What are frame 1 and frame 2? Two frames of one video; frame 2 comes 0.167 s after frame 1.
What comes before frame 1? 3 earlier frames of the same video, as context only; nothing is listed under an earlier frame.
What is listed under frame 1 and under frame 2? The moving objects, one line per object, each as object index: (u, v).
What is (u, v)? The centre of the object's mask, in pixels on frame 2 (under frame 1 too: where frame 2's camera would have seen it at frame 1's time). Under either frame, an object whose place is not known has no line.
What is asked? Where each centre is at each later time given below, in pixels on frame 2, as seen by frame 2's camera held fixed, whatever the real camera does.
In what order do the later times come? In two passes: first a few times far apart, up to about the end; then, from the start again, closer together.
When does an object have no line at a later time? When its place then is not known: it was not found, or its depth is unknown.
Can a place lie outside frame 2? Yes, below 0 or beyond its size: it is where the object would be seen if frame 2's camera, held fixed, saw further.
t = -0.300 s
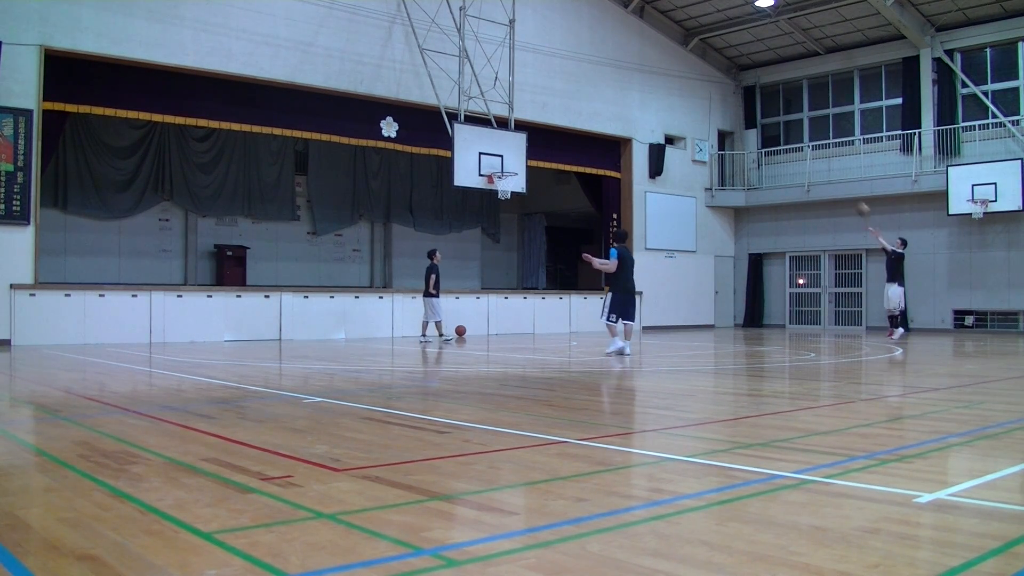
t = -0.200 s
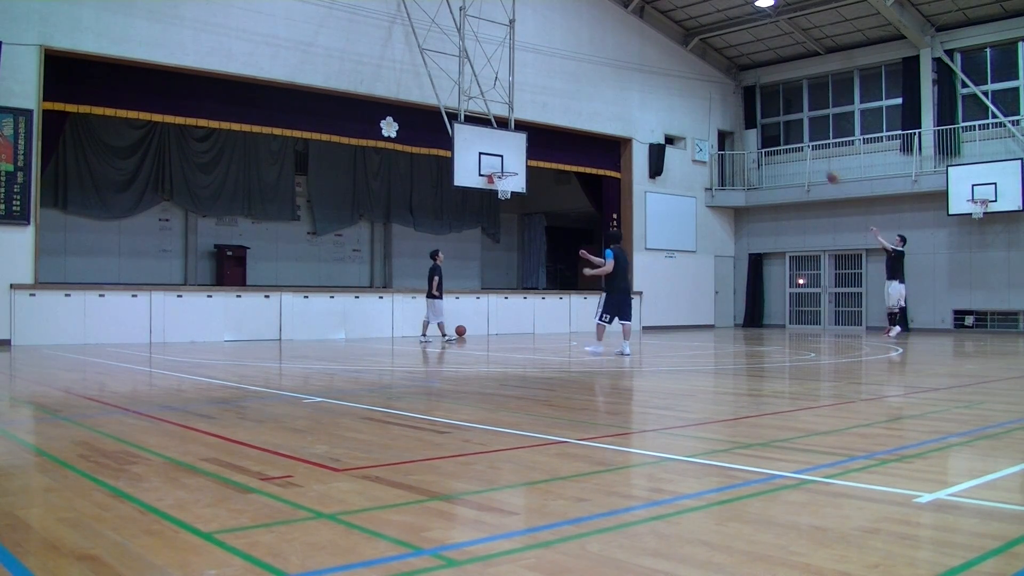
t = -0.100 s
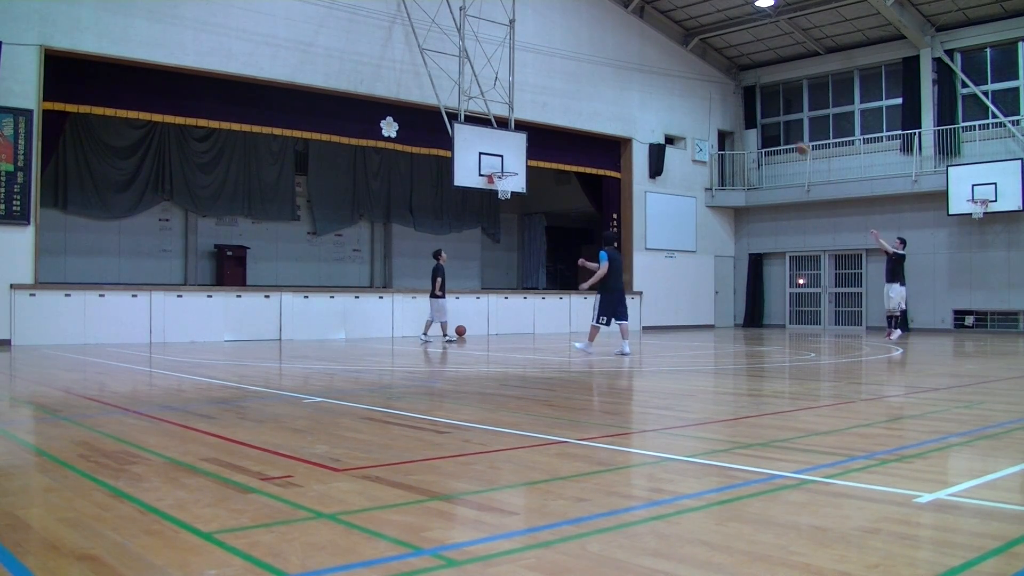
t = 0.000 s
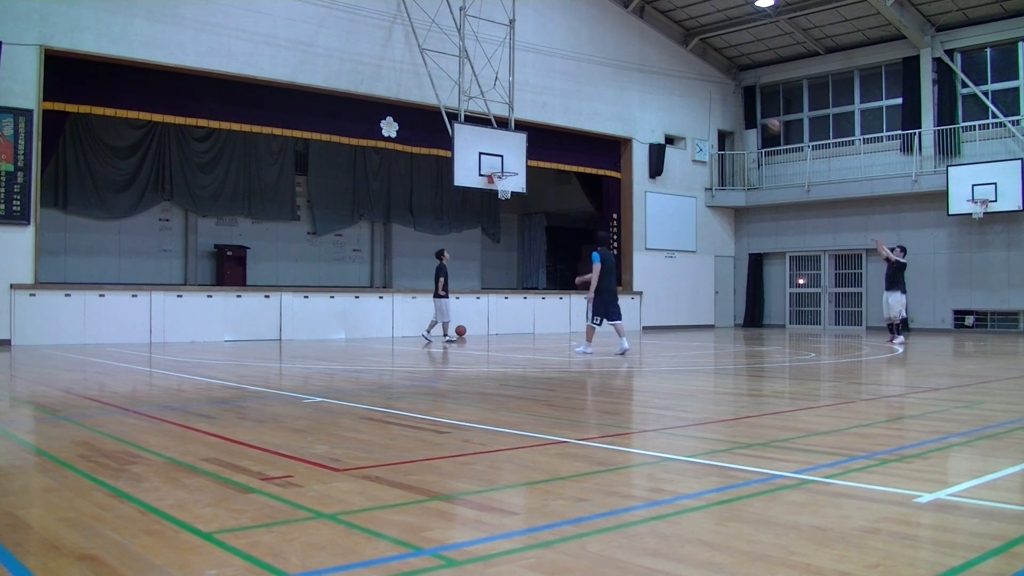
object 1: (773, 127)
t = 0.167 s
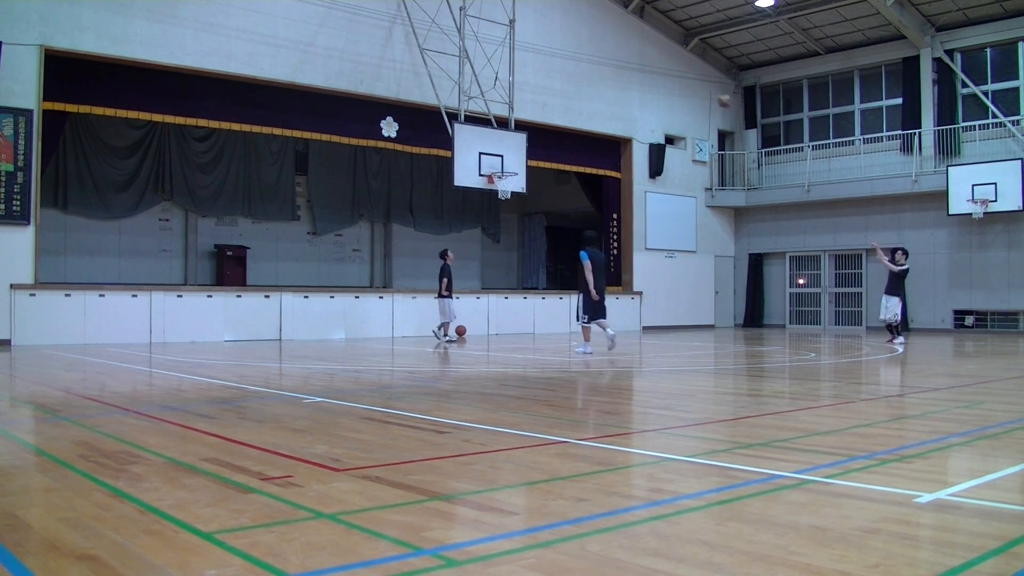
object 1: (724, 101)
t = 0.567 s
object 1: (610, 100)
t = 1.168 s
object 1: (521, 138)
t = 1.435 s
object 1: (547, 133)
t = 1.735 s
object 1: (577, 174)
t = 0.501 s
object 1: (629, 94)
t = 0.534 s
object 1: (619, 97)
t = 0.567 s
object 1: (610, 100)
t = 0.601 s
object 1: (601, 103)
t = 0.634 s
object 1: (592, 108)
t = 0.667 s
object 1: (583, 113)
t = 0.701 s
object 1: (573, 117)
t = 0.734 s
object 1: (565, 123)
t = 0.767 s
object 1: (555, 130)
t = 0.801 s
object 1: (546, 136)
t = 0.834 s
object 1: (537, 144)
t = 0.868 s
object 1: (529, 151)
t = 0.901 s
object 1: (520, 160)
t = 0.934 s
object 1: (510, 168)
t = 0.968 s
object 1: (506, 166)
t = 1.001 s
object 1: (505, 160)
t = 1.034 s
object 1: (508, 154)
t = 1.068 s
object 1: (511, 149)
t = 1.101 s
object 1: (514, 145)
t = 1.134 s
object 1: (517, 141)
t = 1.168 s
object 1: (521, 138)
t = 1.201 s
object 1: (524, 135)
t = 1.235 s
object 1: (527, 133)
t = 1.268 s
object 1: (530, 132)
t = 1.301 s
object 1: (534, 131)
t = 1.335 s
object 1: (536, 131)
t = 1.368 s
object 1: (540, 131)
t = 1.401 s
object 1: (543, 132)
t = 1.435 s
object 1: (547, 133)
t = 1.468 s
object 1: (550, 135)
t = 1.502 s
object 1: (554, 138)
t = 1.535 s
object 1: (557, 141)
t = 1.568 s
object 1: (560, 145)
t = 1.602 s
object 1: (563, 149)
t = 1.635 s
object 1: (567, 155)
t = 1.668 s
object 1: (570, 160)
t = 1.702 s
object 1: (574, 167)
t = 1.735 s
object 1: (577, 174)
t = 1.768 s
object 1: (581, 182)
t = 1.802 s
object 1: (585, 190)
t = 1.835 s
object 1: (588, 199)
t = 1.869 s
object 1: (592, 209)
